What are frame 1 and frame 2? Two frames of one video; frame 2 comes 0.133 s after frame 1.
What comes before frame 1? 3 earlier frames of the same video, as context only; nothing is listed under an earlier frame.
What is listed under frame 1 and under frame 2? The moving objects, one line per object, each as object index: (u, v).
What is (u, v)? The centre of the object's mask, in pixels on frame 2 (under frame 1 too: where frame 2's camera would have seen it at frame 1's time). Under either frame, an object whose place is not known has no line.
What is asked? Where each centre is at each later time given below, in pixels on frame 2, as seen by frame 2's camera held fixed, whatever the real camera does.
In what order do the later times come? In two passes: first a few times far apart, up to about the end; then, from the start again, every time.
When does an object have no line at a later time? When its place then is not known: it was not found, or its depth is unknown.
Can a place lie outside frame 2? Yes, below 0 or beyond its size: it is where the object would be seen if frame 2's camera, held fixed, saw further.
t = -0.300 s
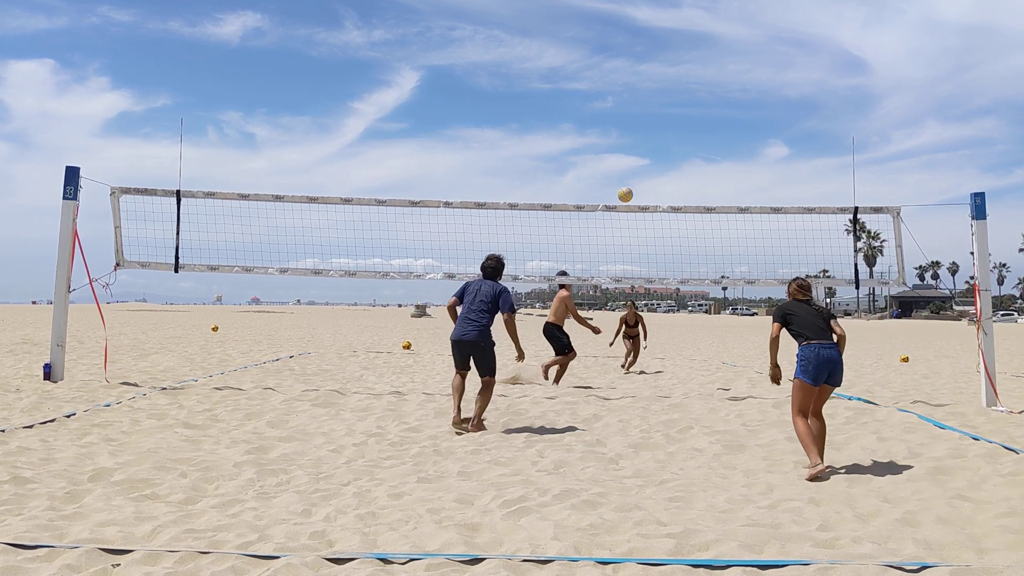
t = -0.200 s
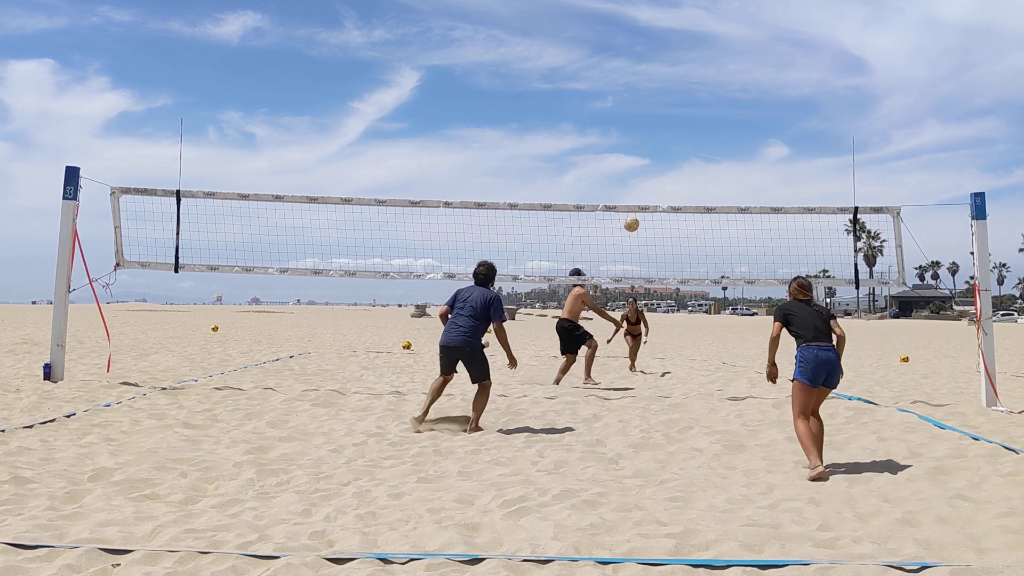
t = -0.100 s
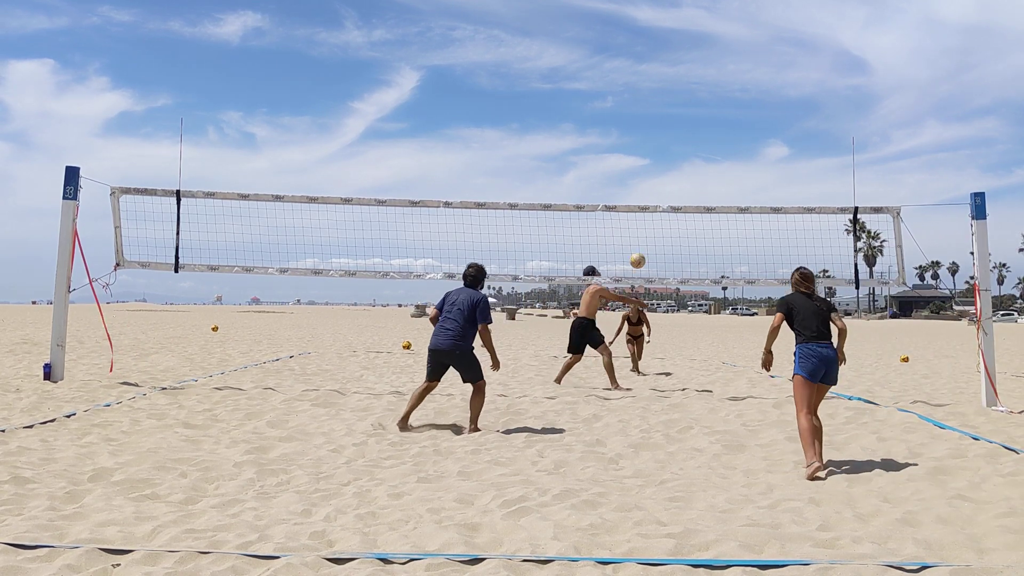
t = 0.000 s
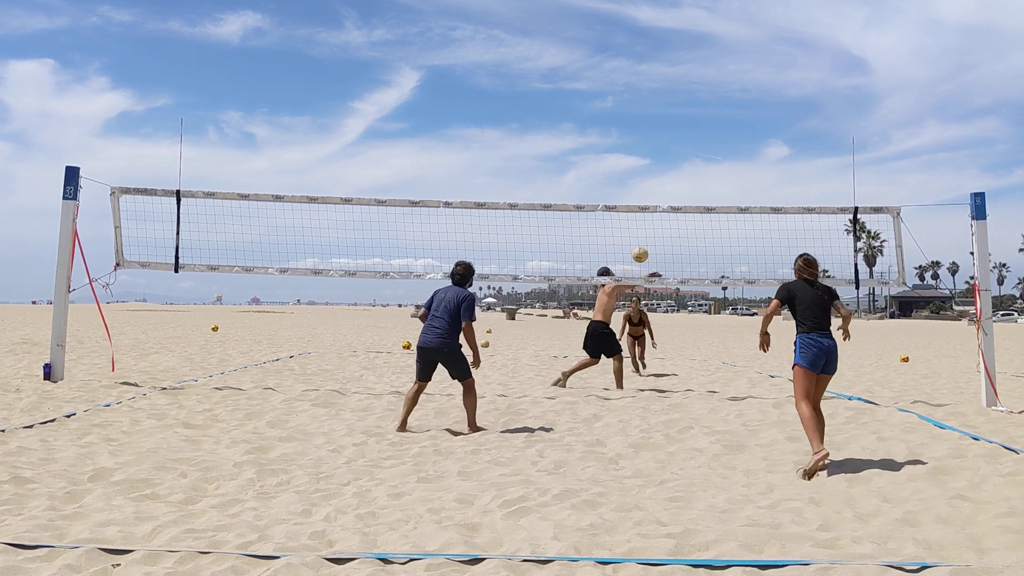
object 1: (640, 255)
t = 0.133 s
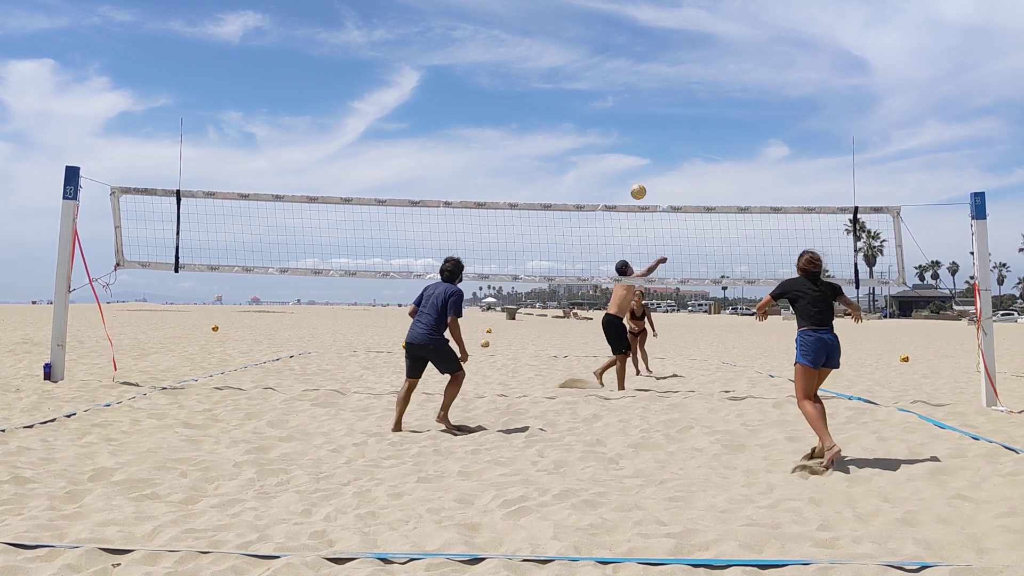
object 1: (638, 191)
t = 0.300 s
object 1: (636, 132)
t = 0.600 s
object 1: (636, 82)
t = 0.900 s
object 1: (640, 96)
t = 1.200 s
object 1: (650, 172)
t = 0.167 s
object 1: (637, 178)
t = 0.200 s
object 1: (637, 165)
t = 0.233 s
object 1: (637, 153)
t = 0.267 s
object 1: (637, 142)
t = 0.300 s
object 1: (636, 132)
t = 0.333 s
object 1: (636, 123)
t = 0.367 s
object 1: (636, 115)
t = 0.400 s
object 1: (636, 108)
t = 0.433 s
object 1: (636, 102)
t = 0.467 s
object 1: (636, 96)
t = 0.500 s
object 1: (636, 91)
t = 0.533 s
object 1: (636, 87)
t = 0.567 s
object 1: (636, 84)
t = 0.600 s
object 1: (636, 82)
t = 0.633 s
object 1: (636, 80)
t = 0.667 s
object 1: (637, 79)
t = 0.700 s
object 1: (637, 80)
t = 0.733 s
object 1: (638, 80)
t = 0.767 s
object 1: (638, 82)
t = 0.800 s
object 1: (639, 85)
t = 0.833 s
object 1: (639, 88)
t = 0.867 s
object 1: (640, 91)
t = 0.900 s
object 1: (640, 96)
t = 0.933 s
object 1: (641, 102)
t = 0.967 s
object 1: (642, 108)
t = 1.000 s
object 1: (643, 115)
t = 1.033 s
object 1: (643, 123)
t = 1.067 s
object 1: (644, 132)
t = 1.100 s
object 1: (646, 141)
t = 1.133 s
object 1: (647, 151)
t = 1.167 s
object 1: (648, 161)
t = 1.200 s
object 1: (650, 172)
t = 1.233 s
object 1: (651, 184)
